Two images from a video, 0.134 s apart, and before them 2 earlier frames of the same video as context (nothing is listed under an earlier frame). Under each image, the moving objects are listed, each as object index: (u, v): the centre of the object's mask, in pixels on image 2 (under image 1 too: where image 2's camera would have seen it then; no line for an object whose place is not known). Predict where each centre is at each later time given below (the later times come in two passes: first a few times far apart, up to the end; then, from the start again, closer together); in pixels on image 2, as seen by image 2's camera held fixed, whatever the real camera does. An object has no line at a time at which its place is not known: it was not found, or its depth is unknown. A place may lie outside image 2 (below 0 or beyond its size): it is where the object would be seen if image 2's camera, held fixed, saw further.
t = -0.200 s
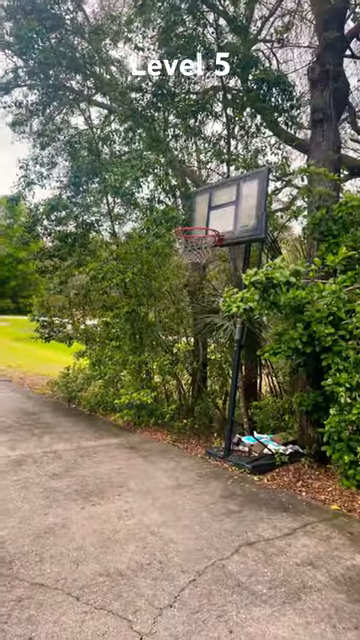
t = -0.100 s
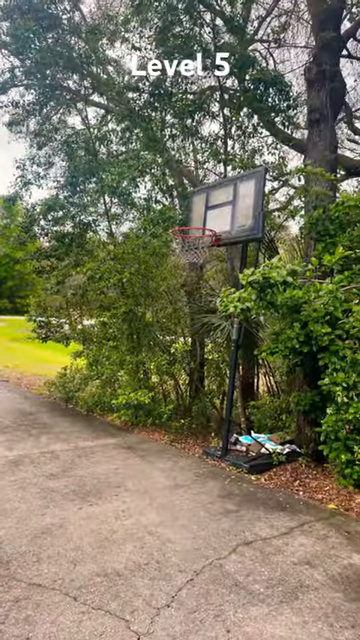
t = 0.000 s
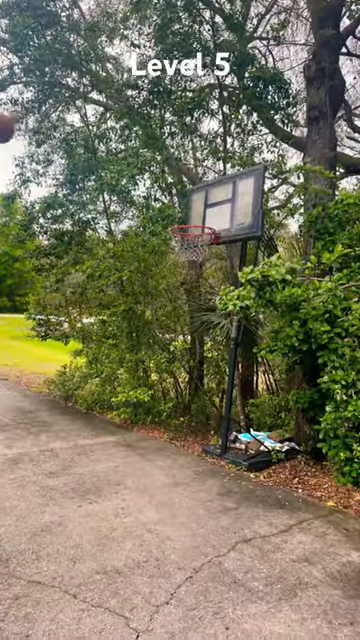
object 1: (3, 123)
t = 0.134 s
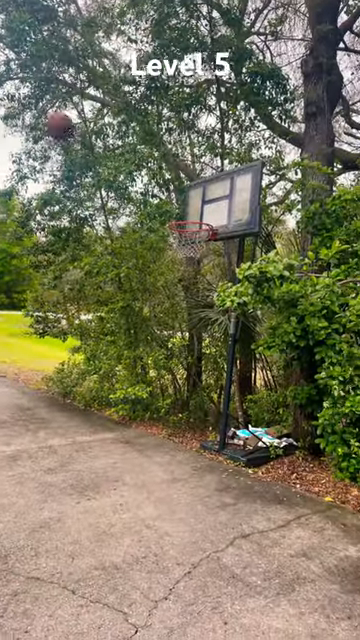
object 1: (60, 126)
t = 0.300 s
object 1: (125, 154)
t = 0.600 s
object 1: (206, 244)
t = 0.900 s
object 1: (181, 255)
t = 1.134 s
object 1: (172, 297)
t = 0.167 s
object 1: (75, 130)
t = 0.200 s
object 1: (87, 134)
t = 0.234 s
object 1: (100, 141)
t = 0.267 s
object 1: (112, 146)
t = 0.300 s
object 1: (125, 154)
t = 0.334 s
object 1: (135, 162)
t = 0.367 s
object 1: (146, 172)
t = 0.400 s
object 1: (157, 182)
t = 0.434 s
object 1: (168, 192)
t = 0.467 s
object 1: (176, 204)
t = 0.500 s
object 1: (184, 213)
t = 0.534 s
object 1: (191, 230)
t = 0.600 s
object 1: (206, 244)
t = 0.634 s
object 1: (205, 244)
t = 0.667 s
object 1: (205, 242)
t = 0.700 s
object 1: (201, 244)
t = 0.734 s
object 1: (195, 249)
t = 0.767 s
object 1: (188, 249)
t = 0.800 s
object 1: (186, 251)
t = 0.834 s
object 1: (184, 253)
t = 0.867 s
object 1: (181, 254)
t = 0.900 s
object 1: (181, 255)
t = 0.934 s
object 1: (180, 258)
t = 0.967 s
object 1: (179, 259)
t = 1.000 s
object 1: (177, 265)
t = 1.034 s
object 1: (176, 272)
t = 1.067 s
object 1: (174, 280)
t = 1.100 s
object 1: (173, 288)
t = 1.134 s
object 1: (172, 297)
